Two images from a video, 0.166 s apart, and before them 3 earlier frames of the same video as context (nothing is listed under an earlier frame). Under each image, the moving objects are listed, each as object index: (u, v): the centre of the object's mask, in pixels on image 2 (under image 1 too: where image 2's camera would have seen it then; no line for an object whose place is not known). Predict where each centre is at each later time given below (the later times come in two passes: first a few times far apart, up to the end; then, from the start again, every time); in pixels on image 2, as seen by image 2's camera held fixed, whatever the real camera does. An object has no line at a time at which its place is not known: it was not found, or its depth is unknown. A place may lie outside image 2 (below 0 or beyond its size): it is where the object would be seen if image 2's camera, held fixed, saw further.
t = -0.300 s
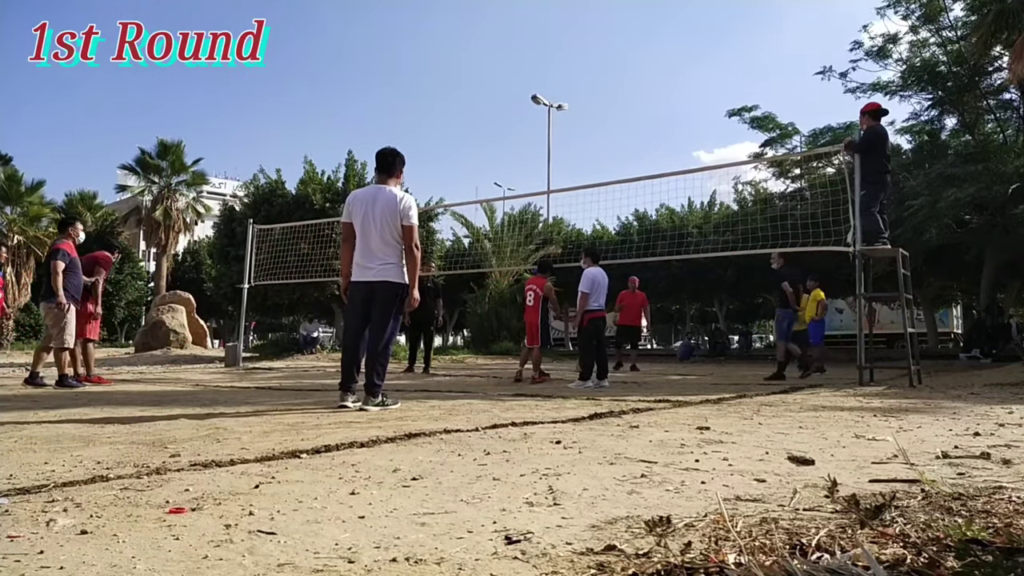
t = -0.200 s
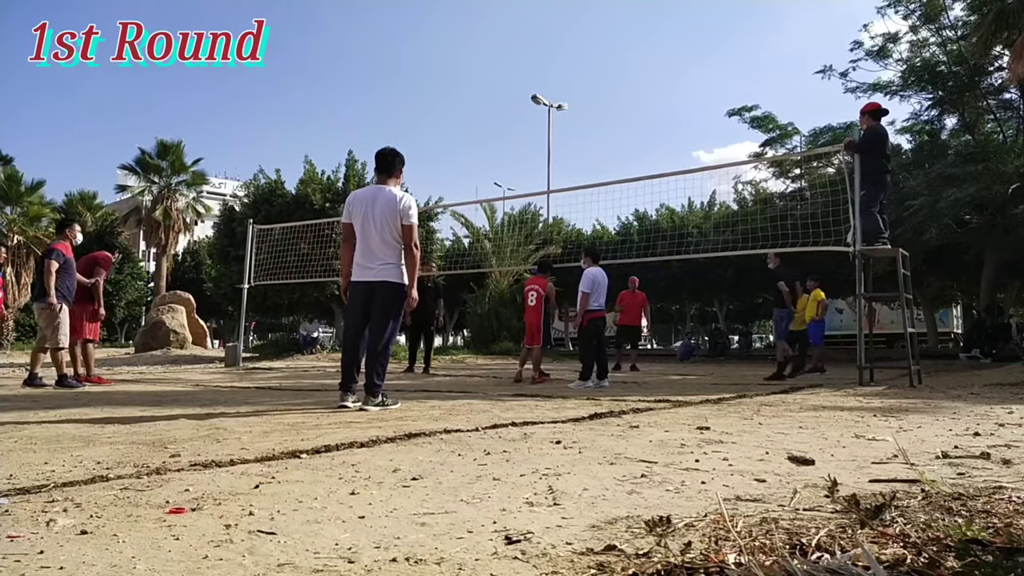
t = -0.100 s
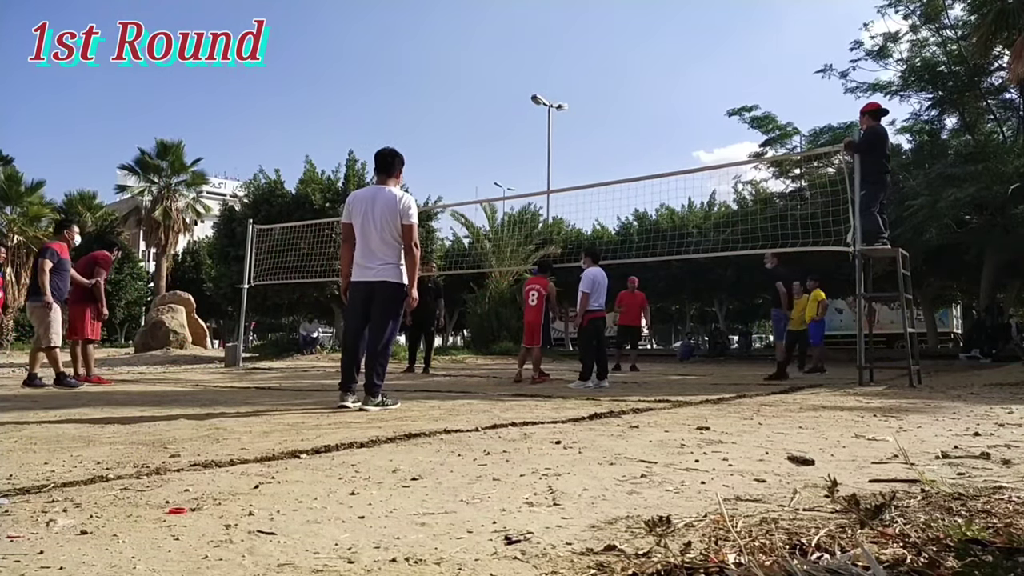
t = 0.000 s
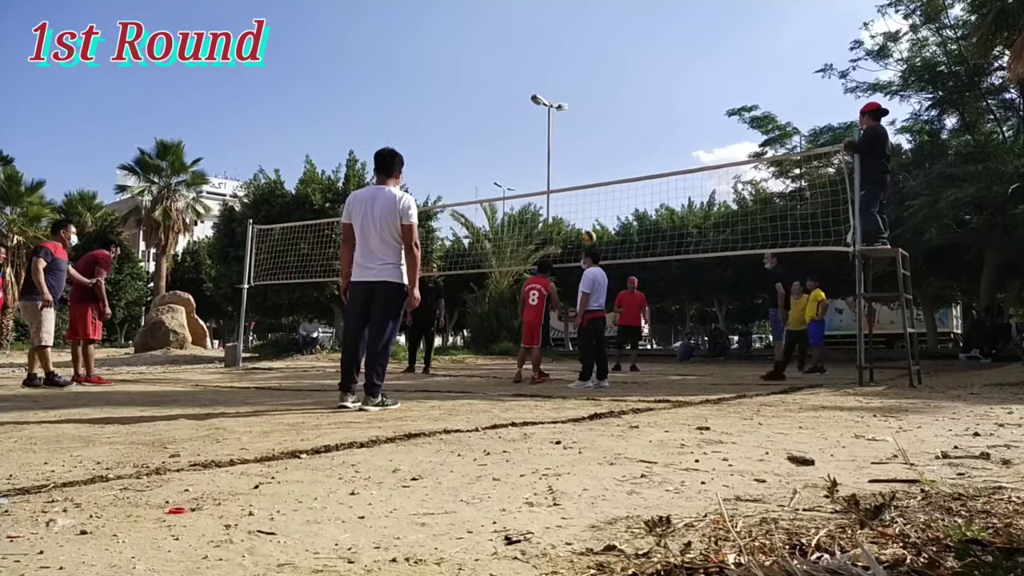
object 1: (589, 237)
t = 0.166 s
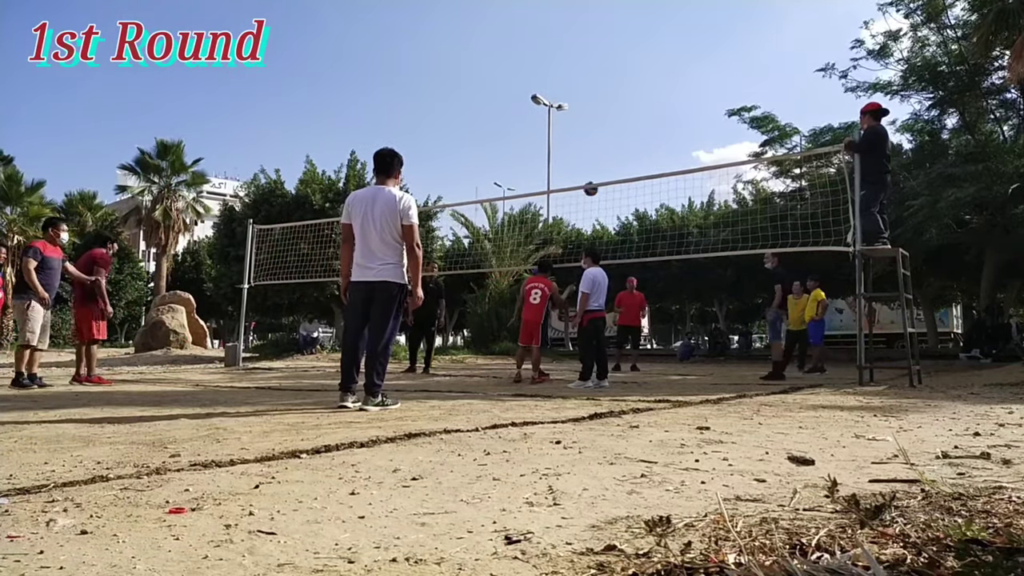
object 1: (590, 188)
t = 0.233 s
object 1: (591, 175)
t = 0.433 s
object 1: (593, 152)
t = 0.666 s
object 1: (593, 159)
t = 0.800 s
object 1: (594, 178)
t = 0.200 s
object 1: (590, 180)
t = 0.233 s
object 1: (591, 175)
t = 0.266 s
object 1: (591, 169)
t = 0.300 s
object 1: (592, 164)
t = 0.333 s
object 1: (592, 160)
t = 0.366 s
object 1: (592, 157)
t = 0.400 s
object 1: (592, 154)
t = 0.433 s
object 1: (593, 152)
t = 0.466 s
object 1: (593, 151)
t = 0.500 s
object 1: (593, 151)
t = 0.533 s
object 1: (593, 151)
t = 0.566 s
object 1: (593, 152)
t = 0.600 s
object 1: (593, 153)
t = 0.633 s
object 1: (593, 156)
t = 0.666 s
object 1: (593, 159)
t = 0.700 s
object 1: (594, 163)
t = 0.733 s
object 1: (593, 167)
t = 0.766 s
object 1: (594, 172)
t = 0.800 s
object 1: (594, 178)
